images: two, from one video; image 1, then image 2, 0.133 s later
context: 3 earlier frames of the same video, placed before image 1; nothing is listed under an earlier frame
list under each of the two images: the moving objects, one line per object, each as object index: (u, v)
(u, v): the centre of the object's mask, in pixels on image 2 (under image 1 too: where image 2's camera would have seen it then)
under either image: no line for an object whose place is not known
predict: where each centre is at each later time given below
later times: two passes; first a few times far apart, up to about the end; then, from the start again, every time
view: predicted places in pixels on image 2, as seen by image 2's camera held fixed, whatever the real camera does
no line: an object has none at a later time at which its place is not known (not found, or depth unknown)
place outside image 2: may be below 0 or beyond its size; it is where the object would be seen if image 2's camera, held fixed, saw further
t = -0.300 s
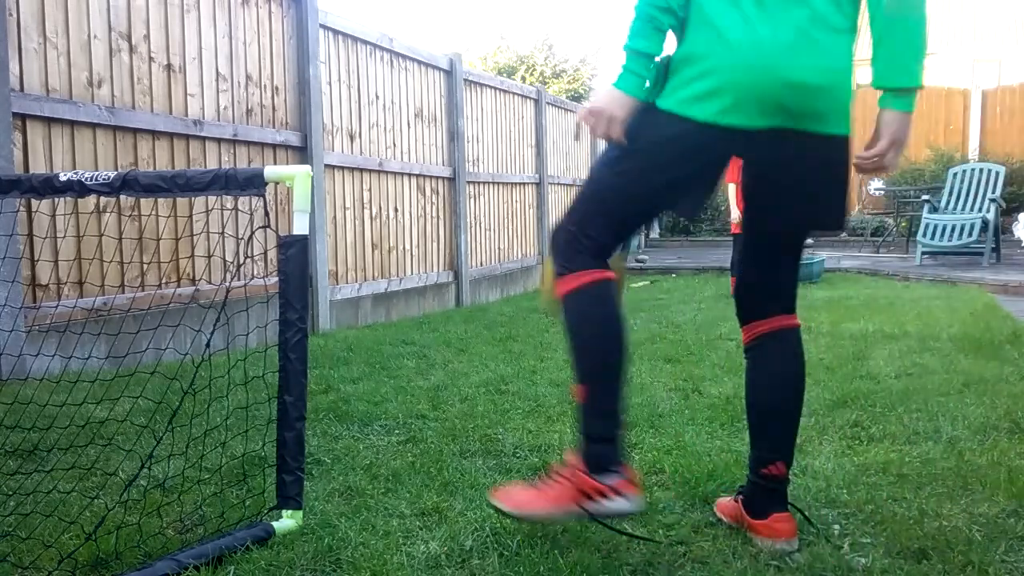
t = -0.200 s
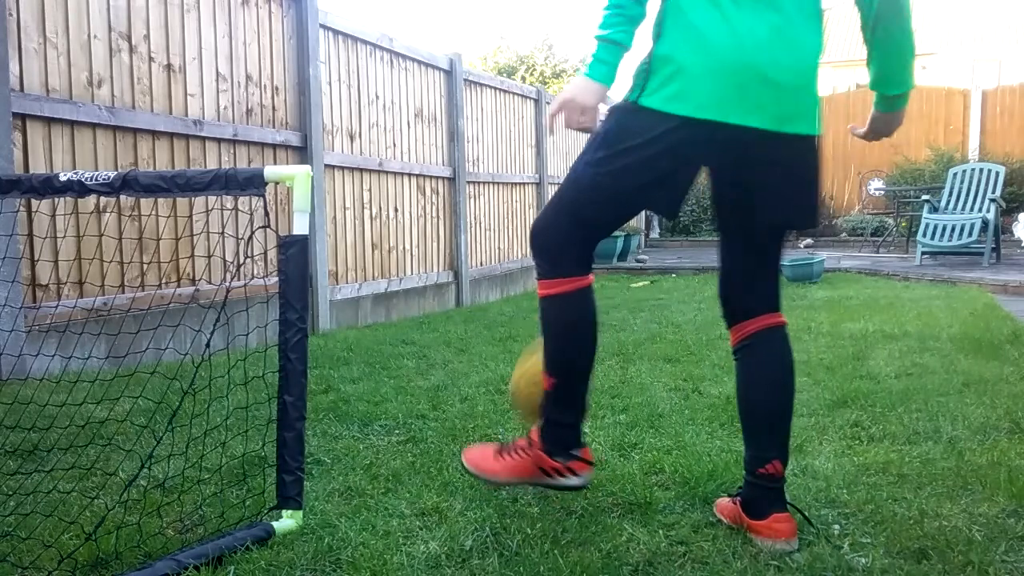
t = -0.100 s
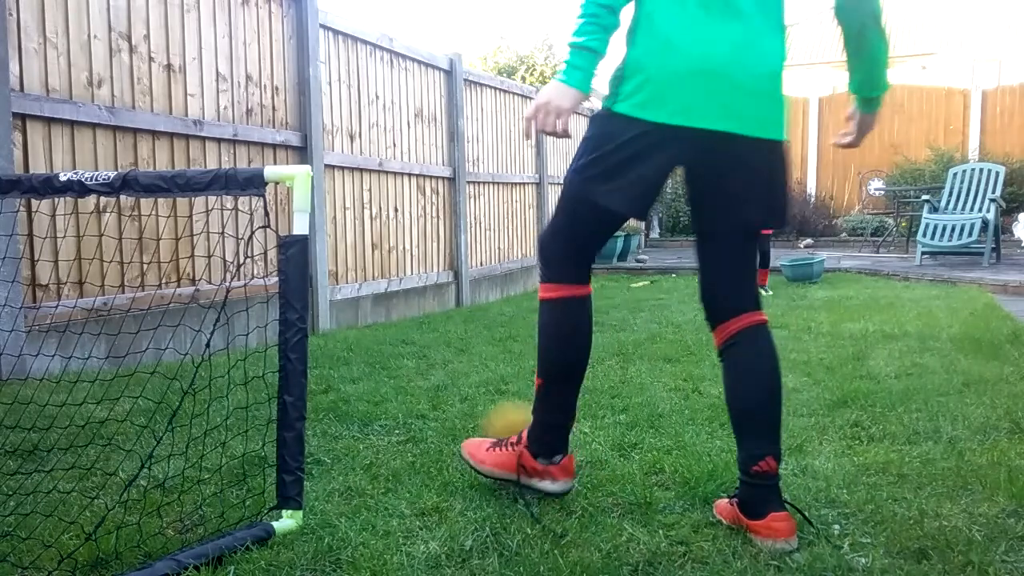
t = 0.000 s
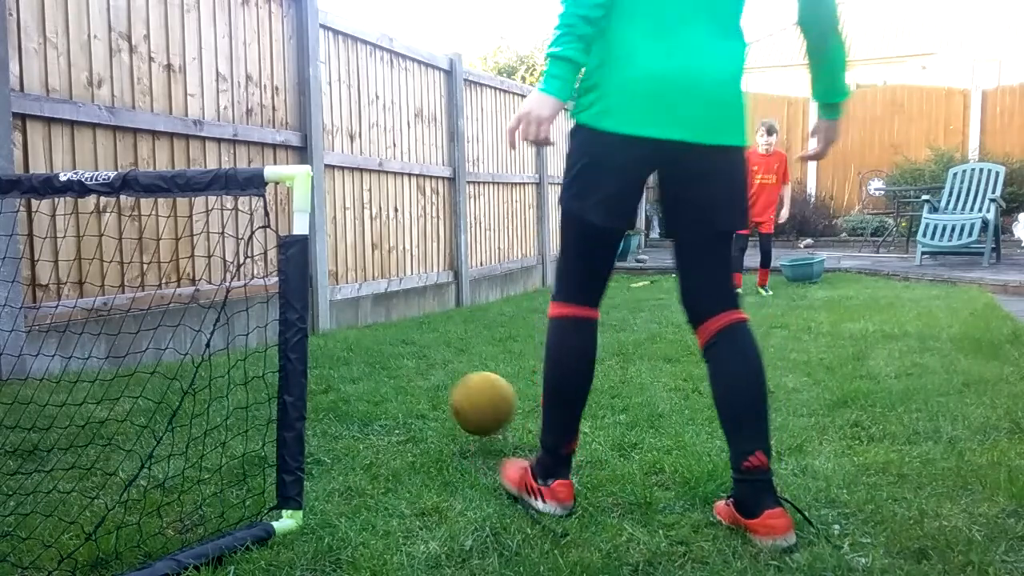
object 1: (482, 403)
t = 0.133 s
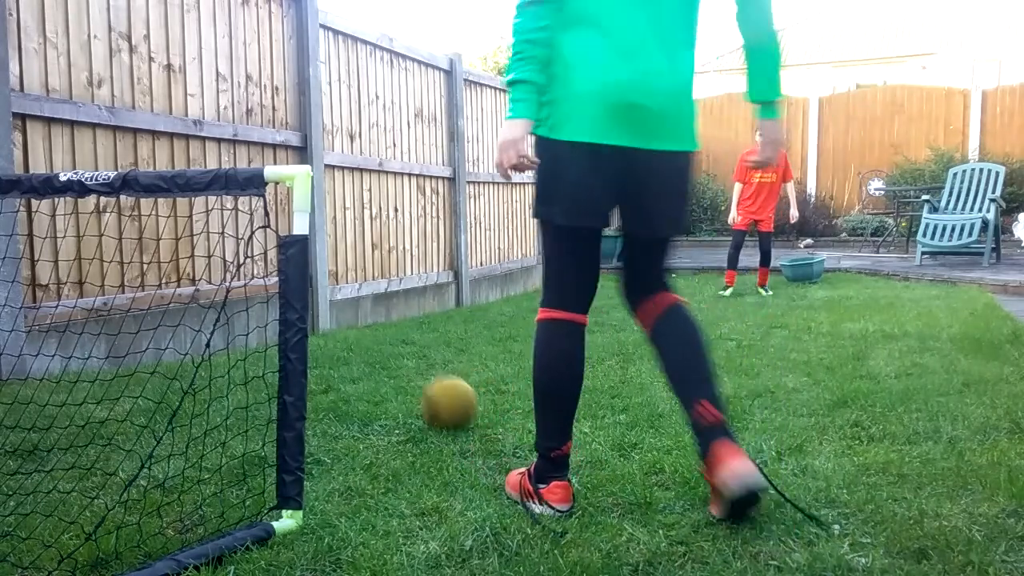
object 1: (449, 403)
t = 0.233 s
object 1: (429, 392)
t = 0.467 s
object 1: (398, 374)
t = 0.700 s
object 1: (376, 355)
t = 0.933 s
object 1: (357, 348)
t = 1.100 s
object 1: (342, 341)
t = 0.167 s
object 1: (441, 396)
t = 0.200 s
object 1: (435, 393)
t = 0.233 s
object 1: (429, 392)
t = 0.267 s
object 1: (423, 393)
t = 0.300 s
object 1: (417, 388)
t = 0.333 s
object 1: (412, 385)
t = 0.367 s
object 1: (407, 381)
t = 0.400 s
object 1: (403, 377)
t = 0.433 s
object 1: (400, 374)
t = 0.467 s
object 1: (398, 374)
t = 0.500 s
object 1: (395, 371)
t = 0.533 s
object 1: (391, 367)
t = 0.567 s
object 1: (388, 364)
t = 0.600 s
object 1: (385, 362)
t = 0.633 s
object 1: (381, 362)
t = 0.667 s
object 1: (378, 359)
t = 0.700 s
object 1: (376, 355)
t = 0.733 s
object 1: (374, 351)
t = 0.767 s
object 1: (371, 350)
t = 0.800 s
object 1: (369, 351)
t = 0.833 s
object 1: (366, 352)
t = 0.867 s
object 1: (364, 353)
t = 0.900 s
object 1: (361, 351)
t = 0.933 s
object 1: (357, 348)
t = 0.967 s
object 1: (354, 347)
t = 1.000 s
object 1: (351, 346)
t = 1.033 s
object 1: (348, 344)
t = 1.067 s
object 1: (345, 342)
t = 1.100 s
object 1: (342, 341)
